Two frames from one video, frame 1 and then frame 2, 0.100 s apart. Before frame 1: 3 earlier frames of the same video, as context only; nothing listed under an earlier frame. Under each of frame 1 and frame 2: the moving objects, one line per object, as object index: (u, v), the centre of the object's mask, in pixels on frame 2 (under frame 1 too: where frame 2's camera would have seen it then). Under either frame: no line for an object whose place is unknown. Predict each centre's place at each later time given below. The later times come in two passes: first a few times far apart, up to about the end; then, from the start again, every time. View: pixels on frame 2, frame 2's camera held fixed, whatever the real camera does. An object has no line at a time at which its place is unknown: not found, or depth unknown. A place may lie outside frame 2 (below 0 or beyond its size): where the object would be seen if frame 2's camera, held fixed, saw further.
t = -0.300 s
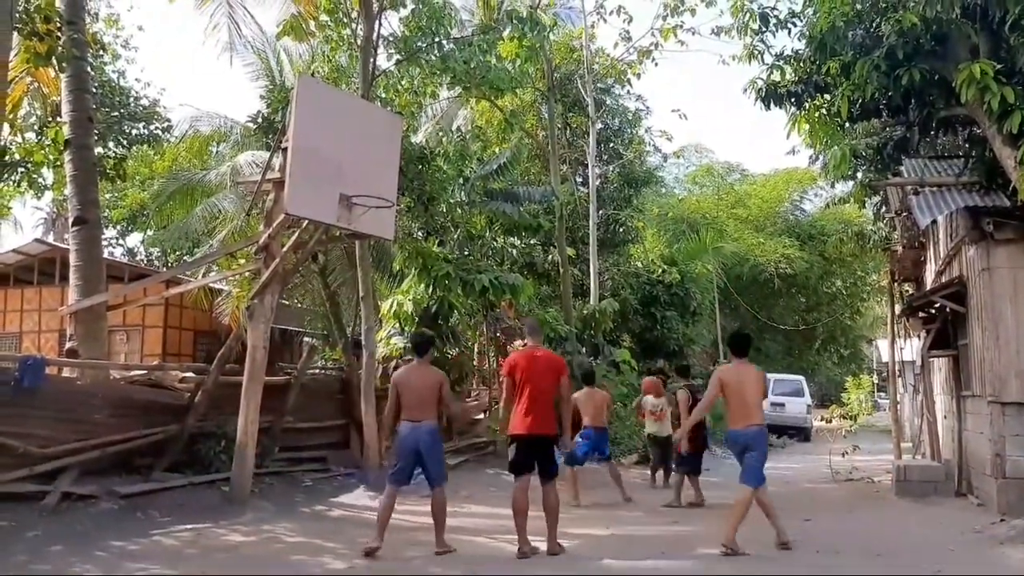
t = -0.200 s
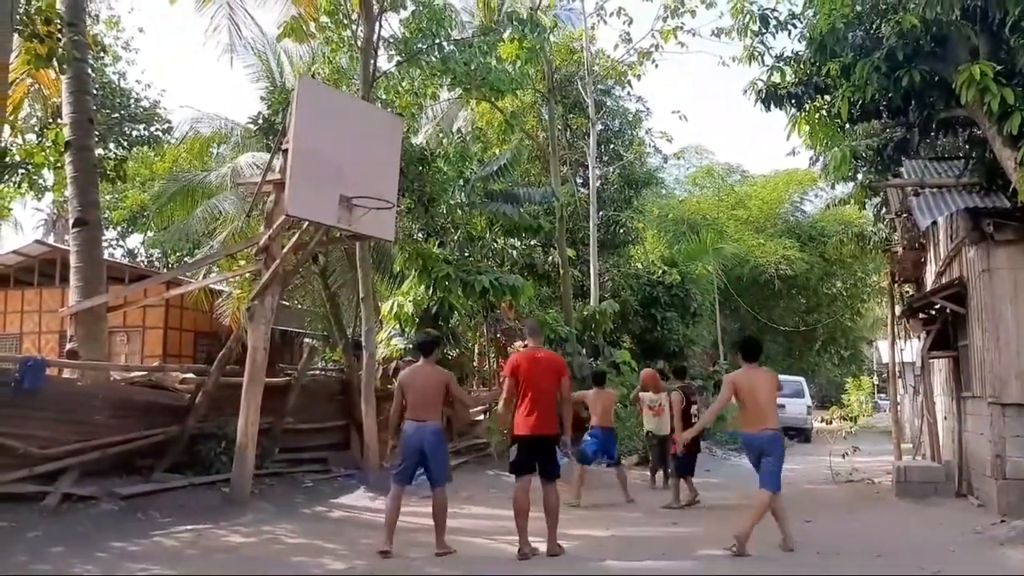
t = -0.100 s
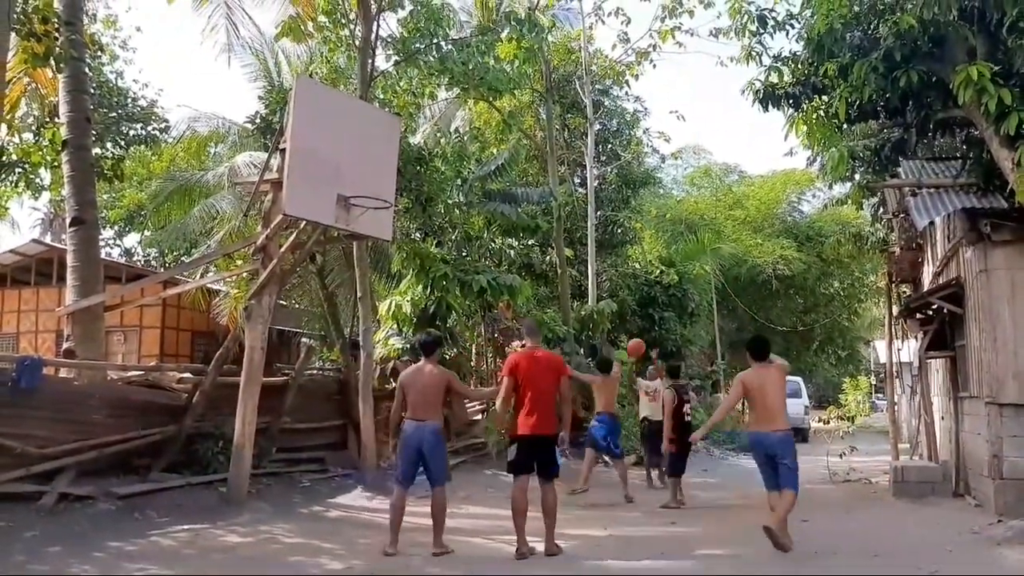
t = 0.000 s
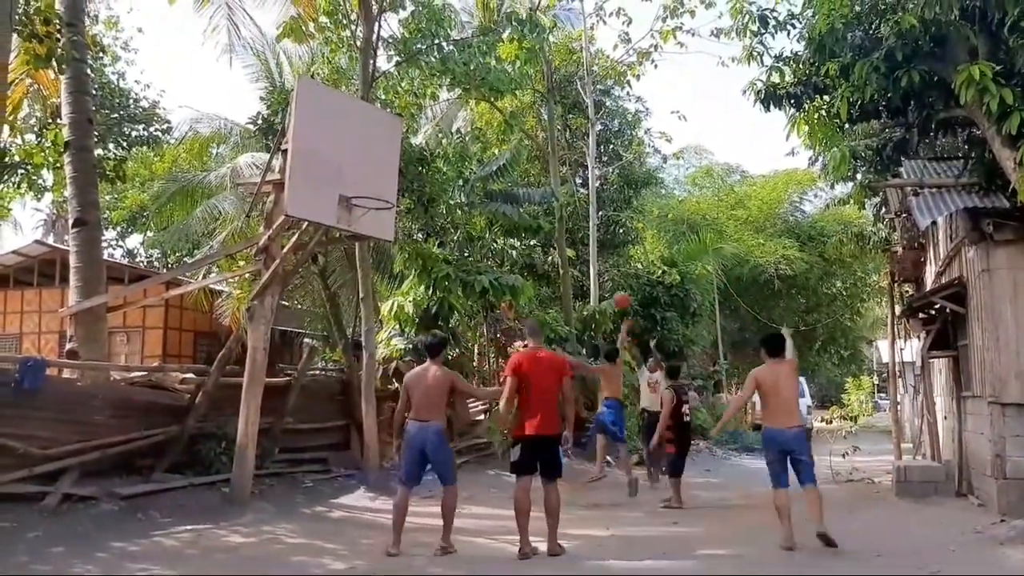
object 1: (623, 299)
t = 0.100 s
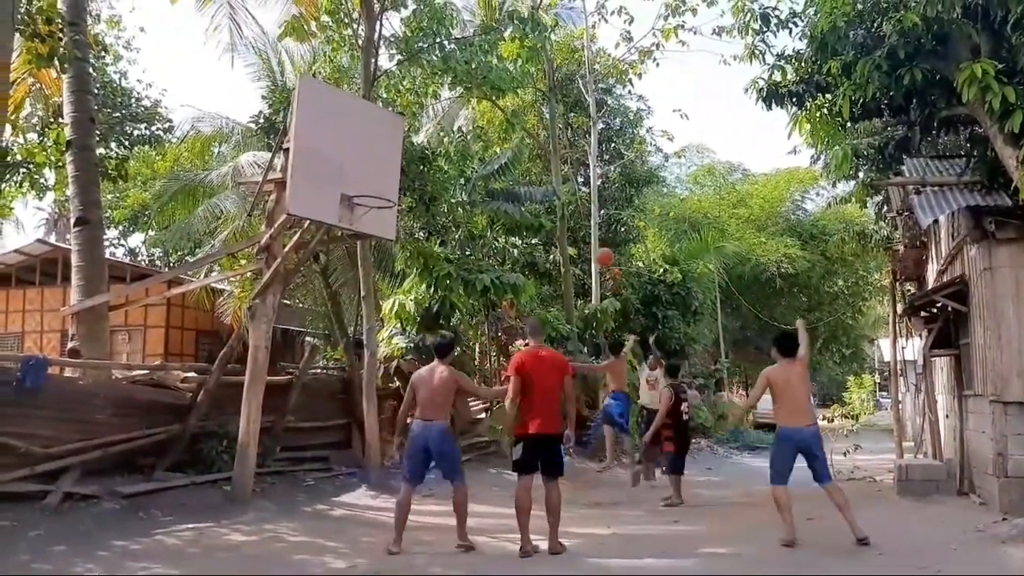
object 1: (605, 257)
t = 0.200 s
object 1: (584, 221)
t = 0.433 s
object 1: (538, 156)
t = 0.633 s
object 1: (490, 128)
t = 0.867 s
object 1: (426, 140)
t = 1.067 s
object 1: (356, 204)
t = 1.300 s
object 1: (248, 383)
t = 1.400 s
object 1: (187, 514)
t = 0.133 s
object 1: (598, 245)
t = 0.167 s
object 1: (592, 233)
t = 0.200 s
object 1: (584, 221)
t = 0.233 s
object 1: (580, 211)
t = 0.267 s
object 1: (573, 199)
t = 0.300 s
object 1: (566, 189)
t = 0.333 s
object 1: (559, 180)
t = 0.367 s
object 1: (552, 170)
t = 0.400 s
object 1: (544, 163)
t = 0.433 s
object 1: (538, 156)
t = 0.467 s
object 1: (532, 150)
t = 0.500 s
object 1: (522, 142)
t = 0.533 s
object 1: (515, 138)
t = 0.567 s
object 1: (507, 134)
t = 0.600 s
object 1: (501, 131)
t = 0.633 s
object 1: (490, 128)
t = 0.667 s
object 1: (483, 126)
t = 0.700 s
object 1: (474, 126)
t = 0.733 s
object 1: (464, 126)
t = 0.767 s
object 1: (456, 128)
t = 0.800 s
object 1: (447, 131)
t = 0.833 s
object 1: (436, 135)
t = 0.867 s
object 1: (426, 140)
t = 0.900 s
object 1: (416, 147)
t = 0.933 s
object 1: (405, 155)
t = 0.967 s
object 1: (393, 164)
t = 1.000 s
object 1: (381, 176)
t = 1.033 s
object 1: (369, 189)
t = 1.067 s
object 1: (356, 204)
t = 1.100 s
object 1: (344, 221)
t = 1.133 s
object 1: (330, 240)
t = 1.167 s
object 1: (314, 262)
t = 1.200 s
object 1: (299, 287)
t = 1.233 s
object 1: (285, 315)
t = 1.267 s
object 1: (269, 348)
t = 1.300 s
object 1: (248, 383)
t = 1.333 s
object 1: (229, 421)
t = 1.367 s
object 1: (210, 465)
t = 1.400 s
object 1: (187, 514)
